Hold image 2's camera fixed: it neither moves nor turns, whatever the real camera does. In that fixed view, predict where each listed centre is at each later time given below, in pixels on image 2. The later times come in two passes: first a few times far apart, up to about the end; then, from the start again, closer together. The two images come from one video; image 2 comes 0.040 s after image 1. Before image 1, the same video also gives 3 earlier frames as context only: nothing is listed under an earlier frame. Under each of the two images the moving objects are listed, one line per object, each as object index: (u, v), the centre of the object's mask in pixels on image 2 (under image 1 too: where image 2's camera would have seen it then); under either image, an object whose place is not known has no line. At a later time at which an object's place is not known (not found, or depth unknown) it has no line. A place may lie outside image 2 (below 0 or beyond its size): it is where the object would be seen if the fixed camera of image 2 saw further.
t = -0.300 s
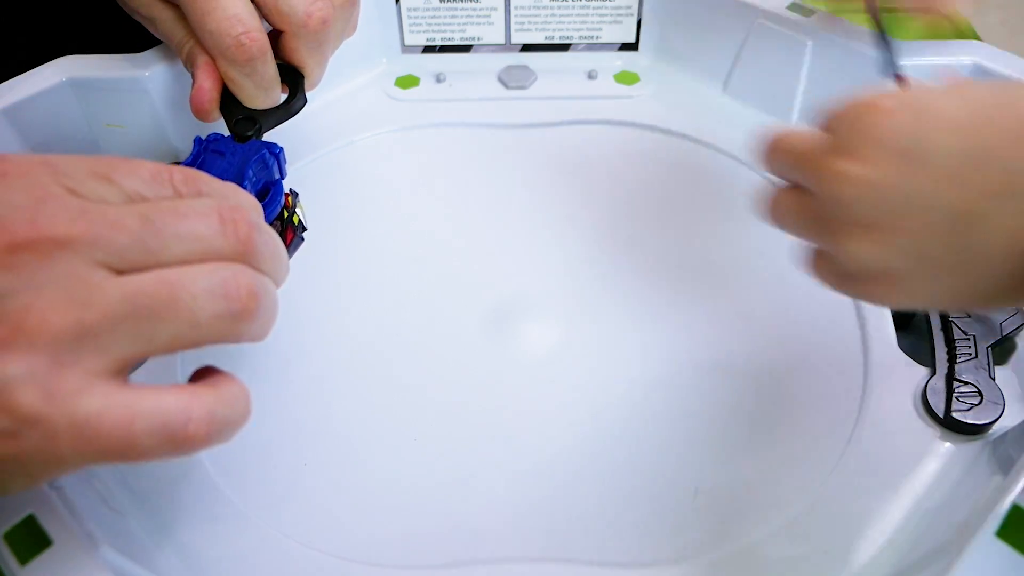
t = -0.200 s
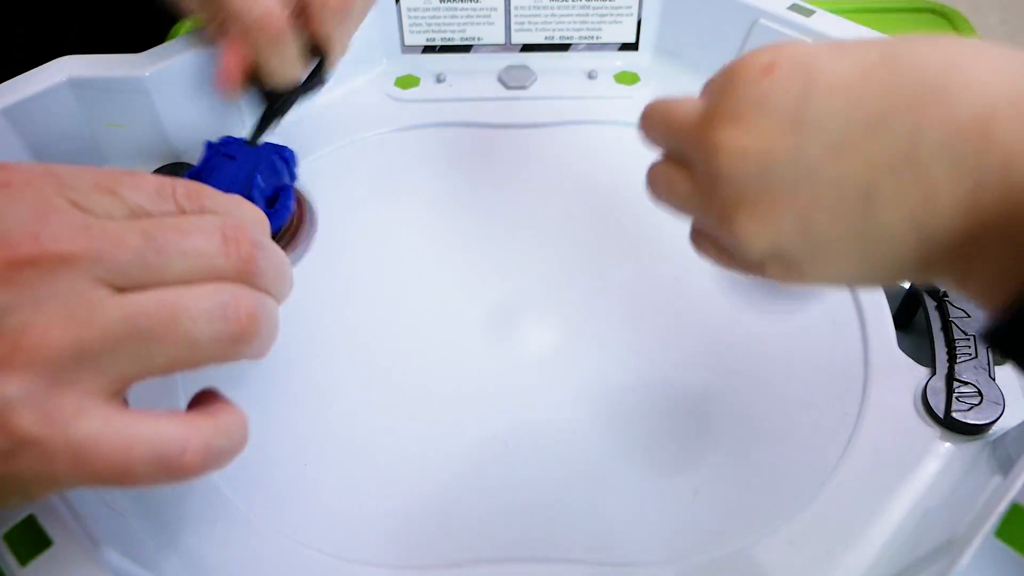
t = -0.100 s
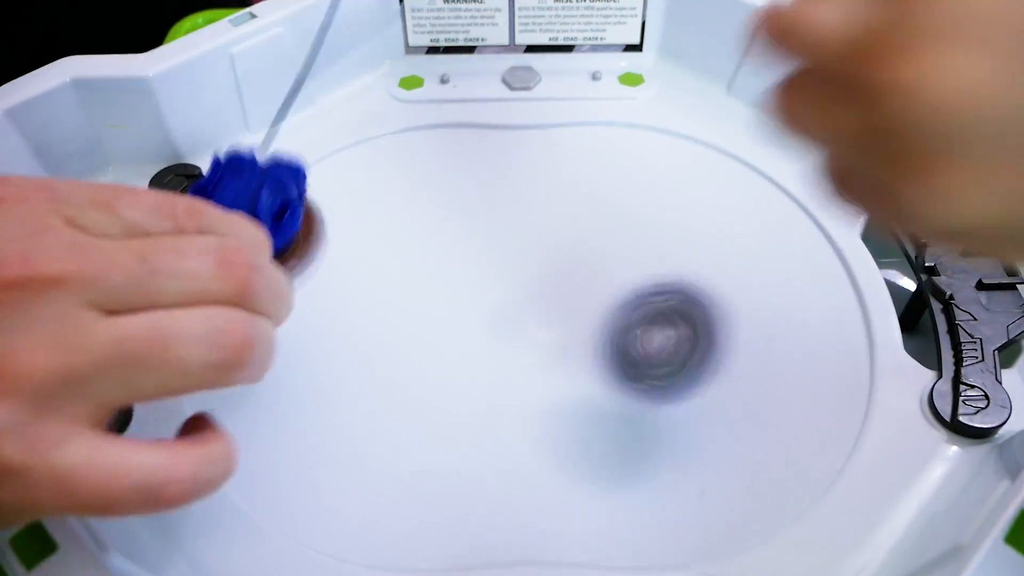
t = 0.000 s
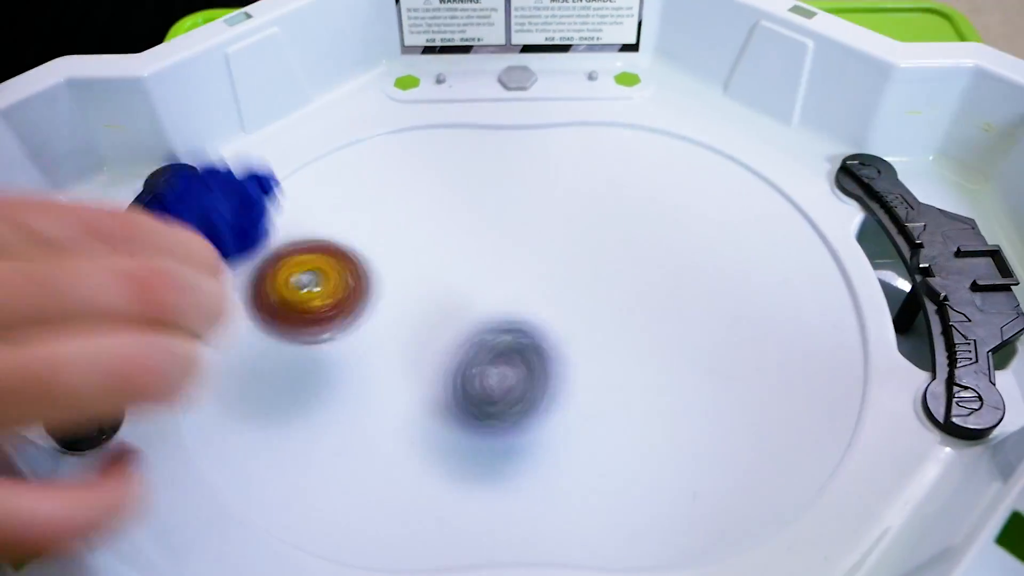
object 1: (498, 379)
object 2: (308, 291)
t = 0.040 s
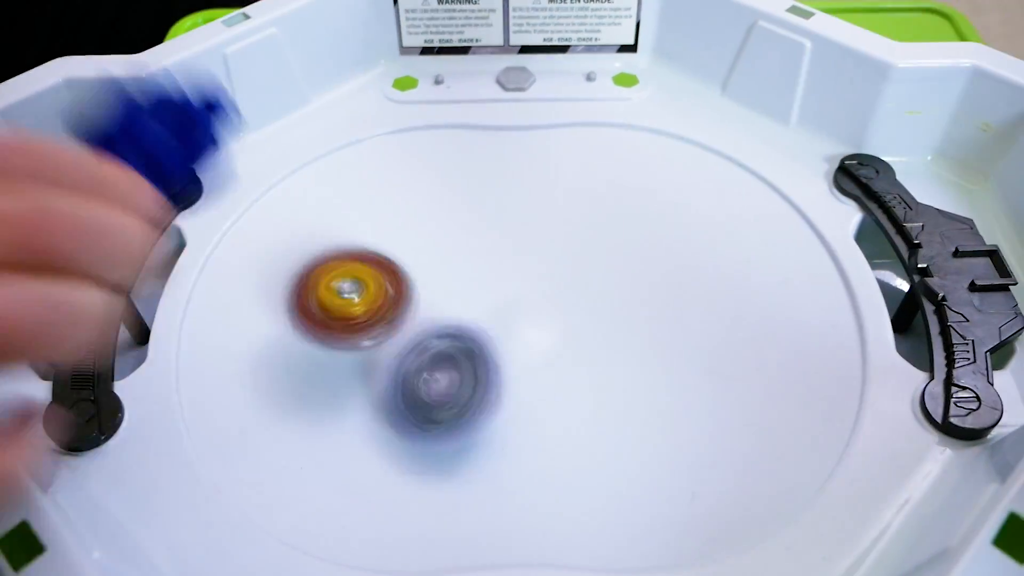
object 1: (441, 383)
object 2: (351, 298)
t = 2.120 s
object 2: (440, 163)
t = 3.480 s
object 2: (668, 140)
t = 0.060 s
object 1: (451, 393)
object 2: (338, 286)
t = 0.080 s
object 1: (466, 405)
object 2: (323, 276)
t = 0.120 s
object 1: (498, 426)
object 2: (295, 241)
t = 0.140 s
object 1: (513, 435)
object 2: (286, 228)
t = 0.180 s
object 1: (540, 446)
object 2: (266, 207)
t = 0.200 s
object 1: (553, 444)
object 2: (257, 202)
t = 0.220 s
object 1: (565, 445)
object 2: (247, 198)
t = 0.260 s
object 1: (587, 436)
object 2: (229, 197)
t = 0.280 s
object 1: (597, 432)
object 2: (227, 202)
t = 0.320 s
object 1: (610, 415)
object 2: (228, 220)
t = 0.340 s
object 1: (614, 405)
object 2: (228, 230)
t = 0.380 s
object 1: (618, 380)
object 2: (232, 248)
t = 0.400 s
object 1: (616, 366)
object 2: (235, 256)
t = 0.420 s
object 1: (614, 353)
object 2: (240, 265)
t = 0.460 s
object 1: (605, 329)
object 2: (253, 282)
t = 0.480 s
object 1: (598, 317)
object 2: (261, 289)
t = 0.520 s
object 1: (579, 292)
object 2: (283, 301)
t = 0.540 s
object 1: (571, 281)
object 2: (298, 305)
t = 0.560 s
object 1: (561, 269)
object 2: (313, 309)
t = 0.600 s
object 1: (537, 249)
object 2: (346, 313)
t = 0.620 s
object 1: (524, 239)
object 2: (363, 314)
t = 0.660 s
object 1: (496, 222)
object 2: (400, 309)
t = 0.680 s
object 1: (481, 215)
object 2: (418, 305)
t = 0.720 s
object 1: (453, 185)
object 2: (445, 313)
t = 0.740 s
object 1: (438, 171)
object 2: (458, 318)
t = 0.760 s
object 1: (423, 158)
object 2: (471, 321)
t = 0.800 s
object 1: (396, 131)
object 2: (499, 320)
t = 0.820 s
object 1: (383, 118)
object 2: (509, 316)
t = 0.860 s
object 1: (371, 114)
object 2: (523, 313)
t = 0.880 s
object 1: (371, 124)
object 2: (527, 312)
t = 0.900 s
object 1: (370, 143)
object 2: (530, 313)
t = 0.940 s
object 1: (368, 168)
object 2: (533, 319)
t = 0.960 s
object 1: (369, 181)
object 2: (533, 324)
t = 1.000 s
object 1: (373, 210)
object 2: (534, 334)
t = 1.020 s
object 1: (375, 225)
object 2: (542, 334)
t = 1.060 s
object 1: (381, 255)
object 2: (567, 329)
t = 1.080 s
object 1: (385, 272)
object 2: (581, 325)
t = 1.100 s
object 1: (390, 285)
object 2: (595, 319)
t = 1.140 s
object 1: (401, 318)
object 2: (622, 306)
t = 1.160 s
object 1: (408, 331)
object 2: (633, 297)
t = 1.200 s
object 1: (422, 359)
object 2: (656, 281)
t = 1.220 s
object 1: (430, 374)
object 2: (664, 273)
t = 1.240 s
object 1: (438, 387)
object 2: (671, 264)
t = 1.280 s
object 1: (454, 415)
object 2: (681, 245)
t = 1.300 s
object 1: (462, 425)
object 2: (685, 234)
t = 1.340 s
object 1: (476, 440)
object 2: (687, 215)
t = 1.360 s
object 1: (481, 442)
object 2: (686, 206)
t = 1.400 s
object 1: (490, 450)
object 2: (678, 189)
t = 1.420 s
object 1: (492, 449)
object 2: (673, 182)
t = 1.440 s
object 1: (495, 447)
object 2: (667, 177)
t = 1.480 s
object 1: (495, 438)
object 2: (650, 168)
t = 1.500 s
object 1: (495, 432)
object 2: (641, 165)
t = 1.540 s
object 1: (492, 418)
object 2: (618, 164)
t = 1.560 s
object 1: (490, 409)
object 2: (606, 165)
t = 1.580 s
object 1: (487, 399)
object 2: (594, 167)
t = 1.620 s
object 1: (482, 379)
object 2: (569, 175)
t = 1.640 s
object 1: (478, 368)
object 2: (557, 182)
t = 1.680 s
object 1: (471, 348)
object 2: (536, 201)
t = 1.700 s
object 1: (468, 339)
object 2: (527, 211)
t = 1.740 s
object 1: (457, 335)
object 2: (515, 226)
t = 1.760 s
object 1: (435, 363)
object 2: (521, 205)
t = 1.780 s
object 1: (412, 395)
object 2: (526, 188)
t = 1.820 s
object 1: (363, 454)
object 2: (533, 160)
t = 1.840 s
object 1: (334, 489)
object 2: (535, 150)
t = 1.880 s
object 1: (287, 514)
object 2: (533, 138)
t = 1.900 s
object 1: (274, 515)
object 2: (529, 133)
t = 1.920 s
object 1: (264, 520)
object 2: (523, 132)
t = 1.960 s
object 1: (248, 530)
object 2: (507, 133)
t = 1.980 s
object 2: (498, 134)
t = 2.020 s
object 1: (233, 536)
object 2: (480, 139)
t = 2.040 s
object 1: (239, 536)
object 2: (471, 144)
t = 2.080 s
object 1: (249, 532)
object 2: (453, 152)
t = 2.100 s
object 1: (259, 532)
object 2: (446, 157)
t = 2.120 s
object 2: (440, 163)
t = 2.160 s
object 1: (295, 525)
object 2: (430, 177)
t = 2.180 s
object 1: (308, 522)
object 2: (428, 186)
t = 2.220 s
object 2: (427, 206)
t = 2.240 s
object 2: (430, 215)
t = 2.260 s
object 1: (369, 506)
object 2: (434, 226)
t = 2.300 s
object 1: (402, 482)
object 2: (448, 247)
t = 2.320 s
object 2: (458, 256)
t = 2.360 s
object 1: (449, 435)
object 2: (482, 277)
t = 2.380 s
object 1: (465, 418)
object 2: (498, 281)
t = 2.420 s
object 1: (493, 382)
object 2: (539, 285)
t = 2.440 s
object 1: (497, 366)
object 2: (572, 277)
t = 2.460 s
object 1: (501, 355)
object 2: (606, 269)
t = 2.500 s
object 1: (508, 334)
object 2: (672, 273)
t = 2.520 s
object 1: (512, 324)
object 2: (692, 264)
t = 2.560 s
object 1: (522, 301)
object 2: (725, 254)
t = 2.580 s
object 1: (528, 289)
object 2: (737, 244)
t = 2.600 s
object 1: (536, 283)
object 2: (750, 232)
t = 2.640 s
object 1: (553, 272)
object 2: (768, 203)
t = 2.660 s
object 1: (565, 264)
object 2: (776, 187)
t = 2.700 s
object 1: (590, 250)
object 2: (778, 157)
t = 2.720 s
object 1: (601, 243)
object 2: (755, 148)
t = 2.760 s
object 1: (627, 232)
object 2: (713, 145)
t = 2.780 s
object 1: (638, 228)
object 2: (695, 139)
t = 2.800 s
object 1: (637, 245)
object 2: (685, 120)
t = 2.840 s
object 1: (622, 295)
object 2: (641, 111)
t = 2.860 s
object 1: (613, 323)
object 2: (616, 119)
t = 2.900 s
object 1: (600, 369)
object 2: (576, 126)
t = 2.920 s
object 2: (559, 131)
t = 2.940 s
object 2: (544, 137)
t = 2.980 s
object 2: (520, 156)
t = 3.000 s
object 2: (512, 166)
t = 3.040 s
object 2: (498, 188)
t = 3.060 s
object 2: (494, 200)
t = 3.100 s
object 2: (496, 223)
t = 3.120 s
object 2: (502, 234)
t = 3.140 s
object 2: (511, 246)
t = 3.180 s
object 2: (538, 269)
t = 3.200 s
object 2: (555, 281)
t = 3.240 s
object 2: (602, 257)
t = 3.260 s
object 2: (627, 228)
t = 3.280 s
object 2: (653, 201)
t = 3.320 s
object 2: (695, 153)
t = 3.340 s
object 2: (715, 132)
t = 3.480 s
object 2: (668, 140)
